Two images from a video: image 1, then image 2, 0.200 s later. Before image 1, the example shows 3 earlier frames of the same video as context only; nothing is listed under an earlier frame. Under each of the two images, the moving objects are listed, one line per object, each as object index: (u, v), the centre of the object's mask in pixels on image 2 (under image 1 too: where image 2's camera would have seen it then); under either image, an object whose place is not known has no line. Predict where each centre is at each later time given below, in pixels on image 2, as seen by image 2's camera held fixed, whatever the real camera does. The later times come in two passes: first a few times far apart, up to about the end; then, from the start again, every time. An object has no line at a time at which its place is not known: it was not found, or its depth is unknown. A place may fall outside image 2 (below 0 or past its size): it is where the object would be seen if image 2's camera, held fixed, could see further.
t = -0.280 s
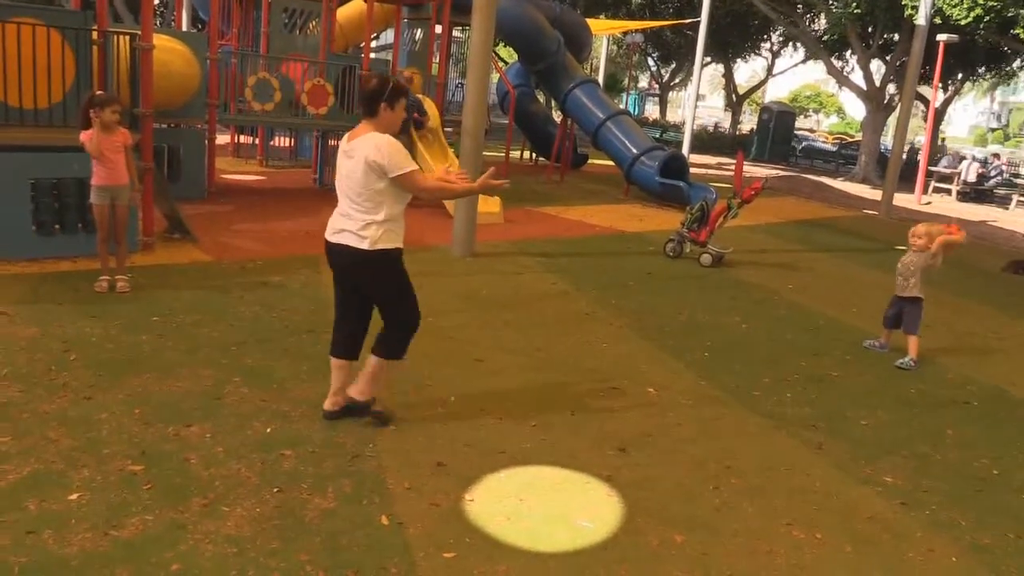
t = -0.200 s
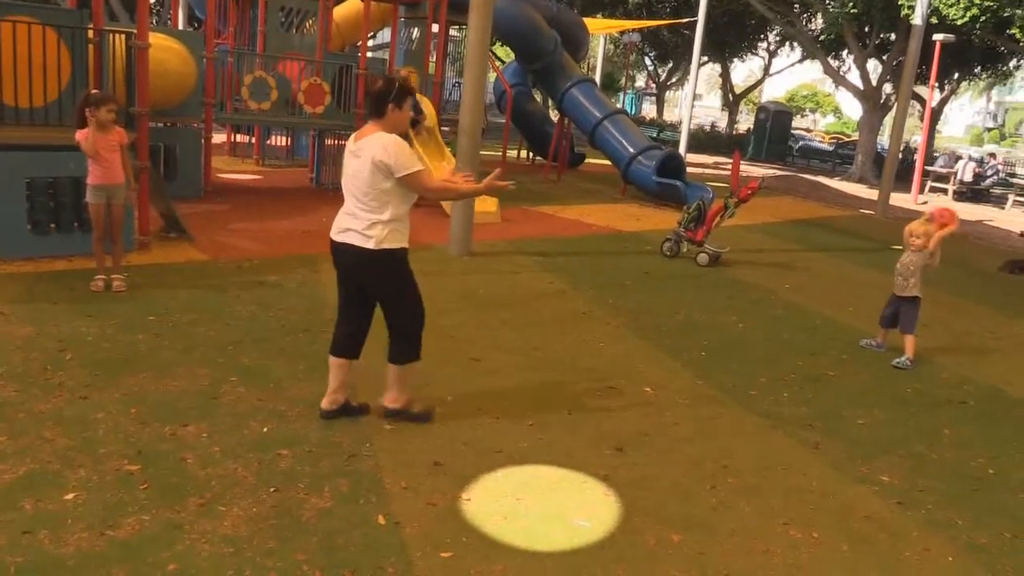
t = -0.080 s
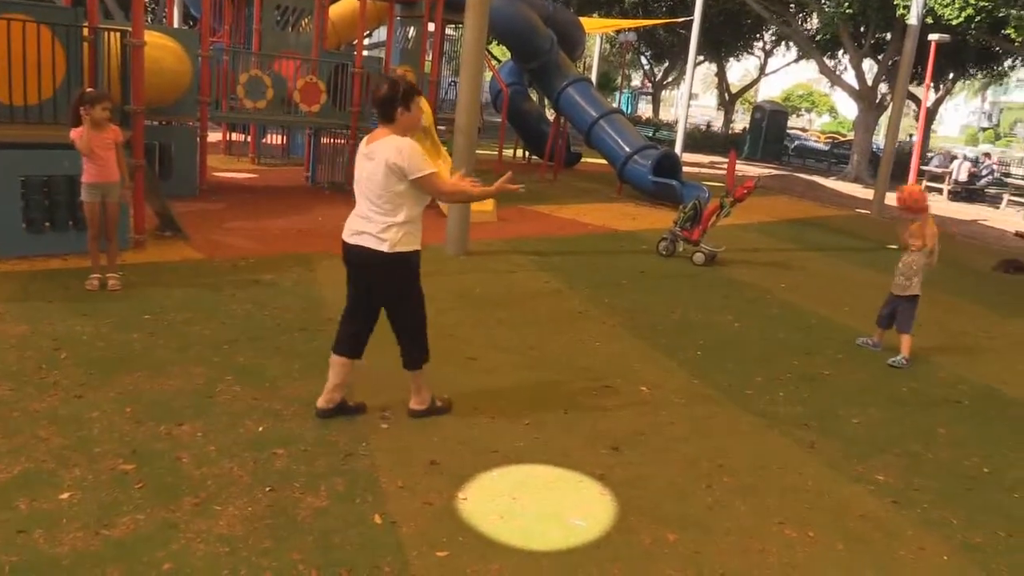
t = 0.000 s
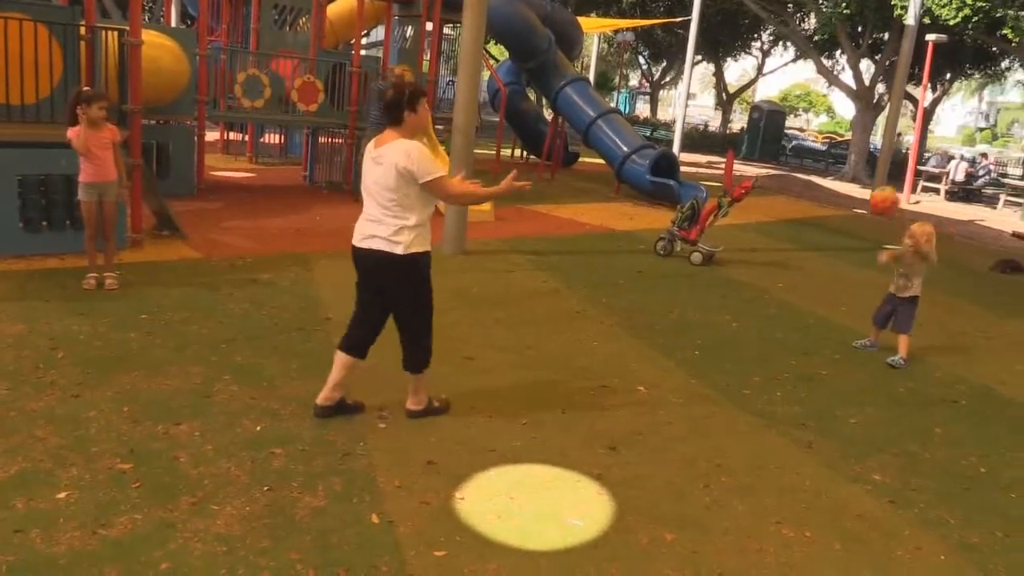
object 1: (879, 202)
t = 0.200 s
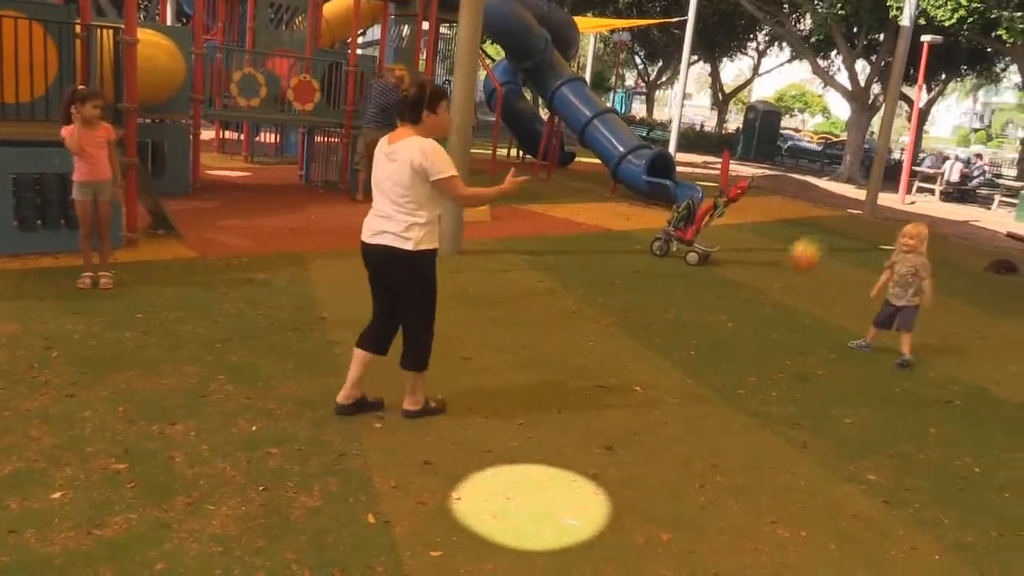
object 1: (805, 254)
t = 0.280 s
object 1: (770, 295)
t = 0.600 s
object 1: (680, 290)
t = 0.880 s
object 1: (603, 272)
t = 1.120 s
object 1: (514, 366)
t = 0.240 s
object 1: (788, 272)
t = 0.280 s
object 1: (770, 295)
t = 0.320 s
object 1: (752, 317)
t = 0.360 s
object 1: (734, 345)
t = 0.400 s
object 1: (718, 371)
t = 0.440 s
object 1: (710, 353)
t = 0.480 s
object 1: (703, 335)
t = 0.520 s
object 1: (696, 316)
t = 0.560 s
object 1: (688, 302)
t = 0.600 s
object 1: (680, 290)
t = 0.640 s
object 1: (670, 279)
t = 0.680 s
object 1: (661, 272)
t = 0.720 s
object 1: (650, 268)
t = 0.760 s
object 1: (639, 265)
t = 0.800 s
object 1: (628, 265)
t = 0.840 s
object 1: (615, 268)
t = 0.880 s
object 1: (603, 272)
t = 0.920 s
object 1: (588, 279)
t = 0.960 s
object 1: (575, 289)
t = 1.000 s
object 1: (561, 308)
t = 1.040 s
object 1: (545, 324)
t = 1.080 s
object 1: (531, 345)
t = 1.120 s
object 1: (514, 366)
